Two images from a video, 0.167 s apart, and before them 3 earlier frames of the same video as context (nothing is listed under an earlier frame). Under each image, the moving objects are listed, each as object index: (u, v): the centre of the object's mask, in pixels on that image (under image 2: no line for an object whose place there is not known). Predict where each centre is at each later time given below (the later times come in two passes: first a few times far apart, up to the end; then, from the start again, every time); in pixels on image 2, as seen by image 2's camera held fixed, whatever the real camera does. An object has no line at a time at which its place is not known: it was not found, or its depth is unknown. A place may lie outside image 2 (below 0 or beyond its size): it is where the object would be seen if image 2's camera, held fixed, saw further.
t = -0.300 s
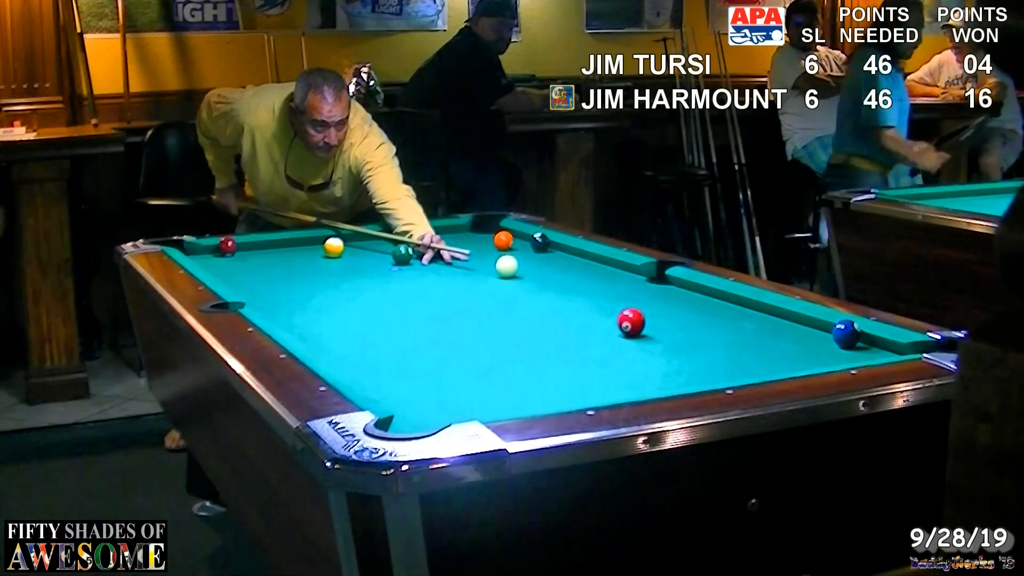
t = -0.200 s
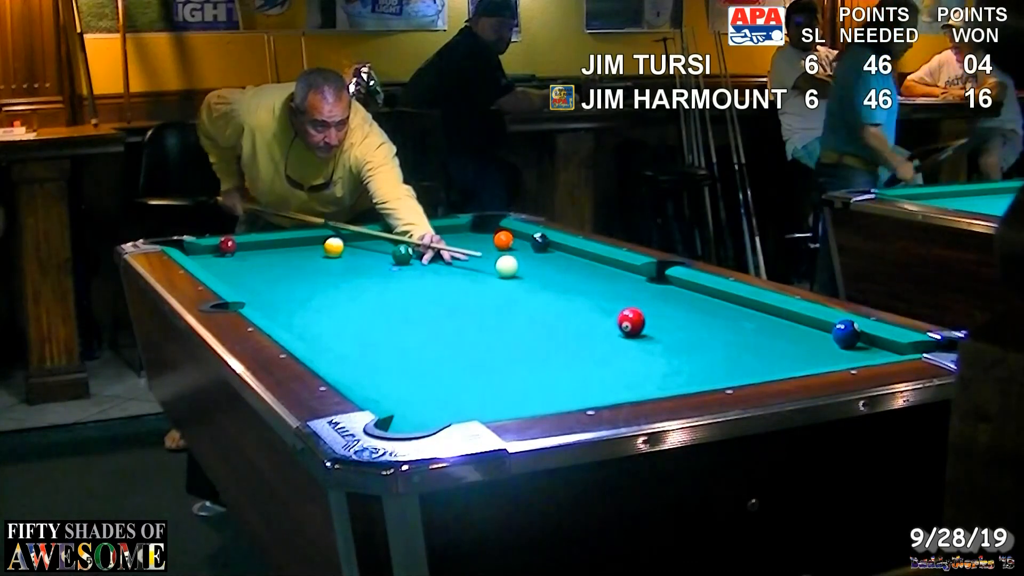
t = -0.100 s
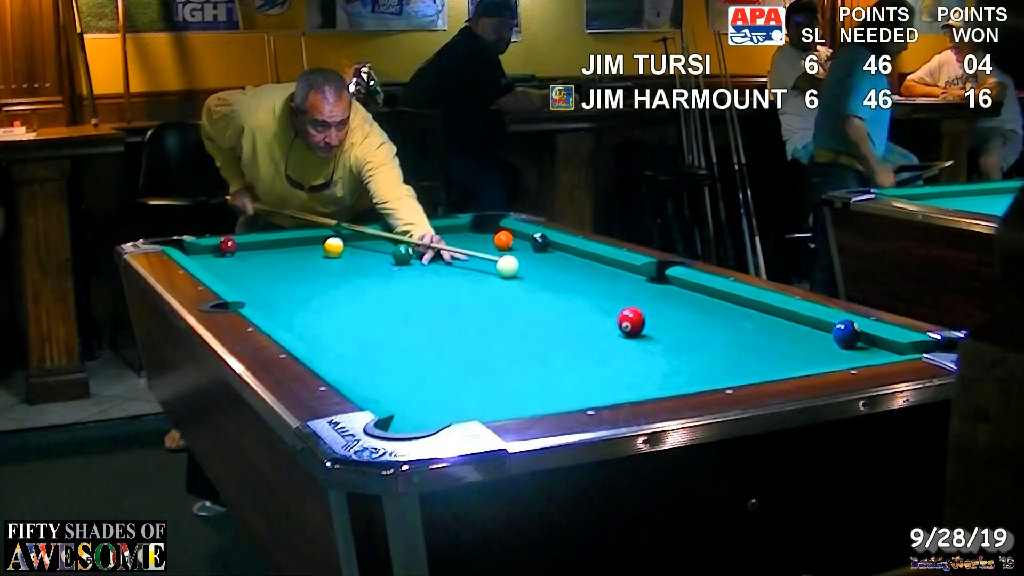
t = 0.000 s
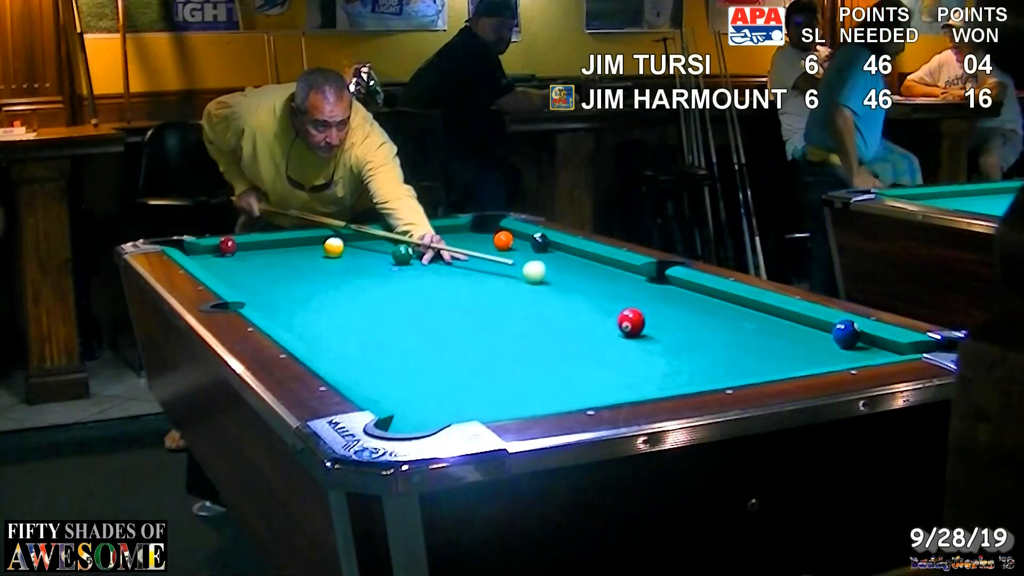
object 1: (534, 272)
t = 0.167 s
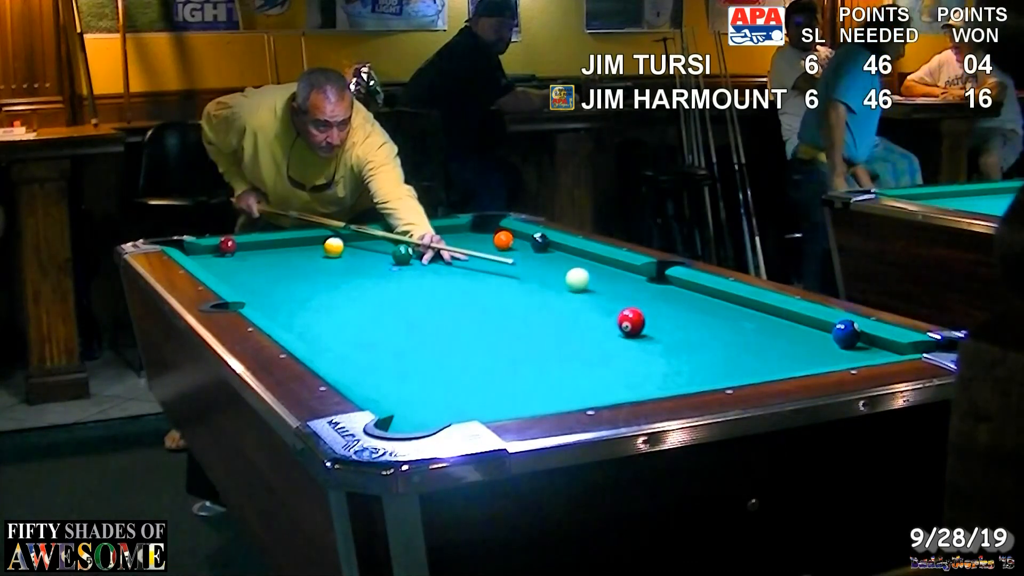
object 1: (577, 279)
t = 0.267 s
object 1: (606, 285)
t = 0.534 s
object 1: (684, 299)
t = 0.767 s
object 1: (753, 313)
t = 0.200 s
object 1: (585, 281)
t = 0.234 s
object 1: (598, 284)
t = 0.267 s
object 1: (606, 285)
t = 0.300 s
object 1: (615, 287)
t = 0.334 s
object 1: (623, 288)
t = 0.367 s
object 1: (632, 290)
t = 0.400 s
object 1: (644, 292)
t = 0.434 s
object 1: (653, 294)
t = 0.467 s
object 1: (661, 295)
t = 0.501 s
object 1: (670, 297)
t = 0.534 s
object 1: (684, 299)
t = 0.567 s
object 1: (693, 301)
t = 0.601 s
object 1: (702, 303)
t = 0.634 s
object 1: (711, 305)
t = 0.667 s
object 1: (725, 307)
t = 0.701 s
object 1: (734, 309)
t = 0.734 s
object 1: (743, 311)
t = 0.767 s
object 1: (753, 313)
